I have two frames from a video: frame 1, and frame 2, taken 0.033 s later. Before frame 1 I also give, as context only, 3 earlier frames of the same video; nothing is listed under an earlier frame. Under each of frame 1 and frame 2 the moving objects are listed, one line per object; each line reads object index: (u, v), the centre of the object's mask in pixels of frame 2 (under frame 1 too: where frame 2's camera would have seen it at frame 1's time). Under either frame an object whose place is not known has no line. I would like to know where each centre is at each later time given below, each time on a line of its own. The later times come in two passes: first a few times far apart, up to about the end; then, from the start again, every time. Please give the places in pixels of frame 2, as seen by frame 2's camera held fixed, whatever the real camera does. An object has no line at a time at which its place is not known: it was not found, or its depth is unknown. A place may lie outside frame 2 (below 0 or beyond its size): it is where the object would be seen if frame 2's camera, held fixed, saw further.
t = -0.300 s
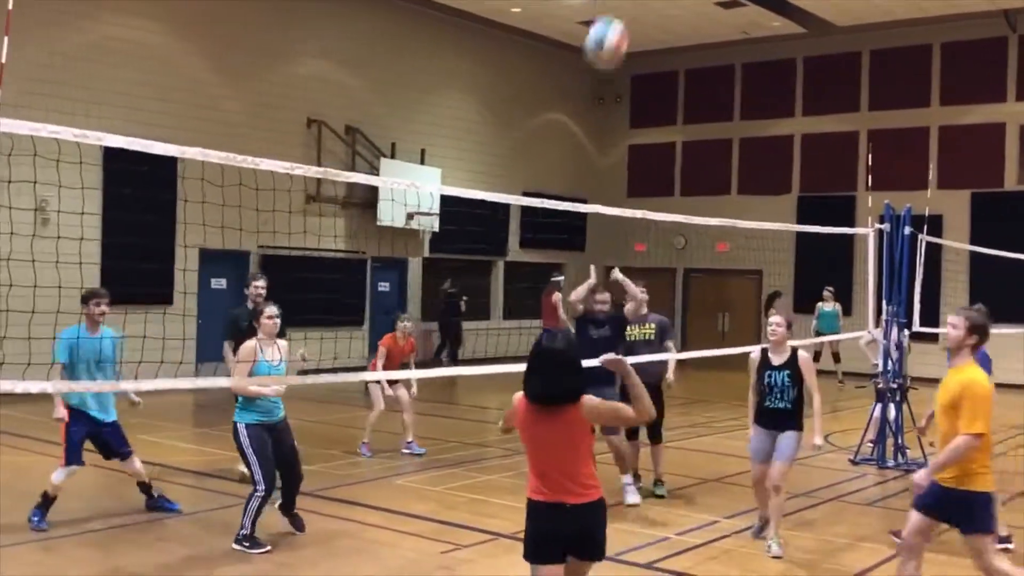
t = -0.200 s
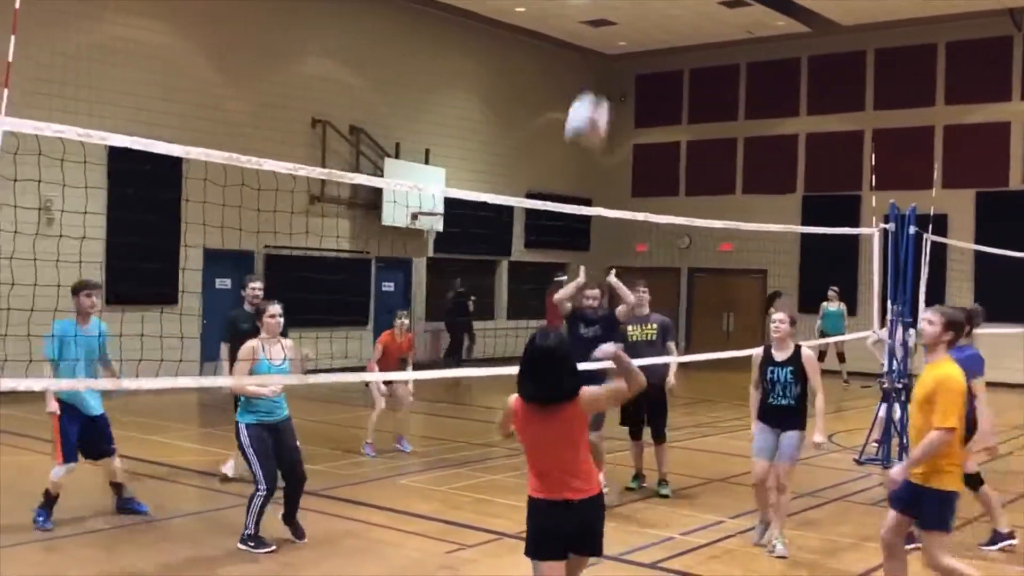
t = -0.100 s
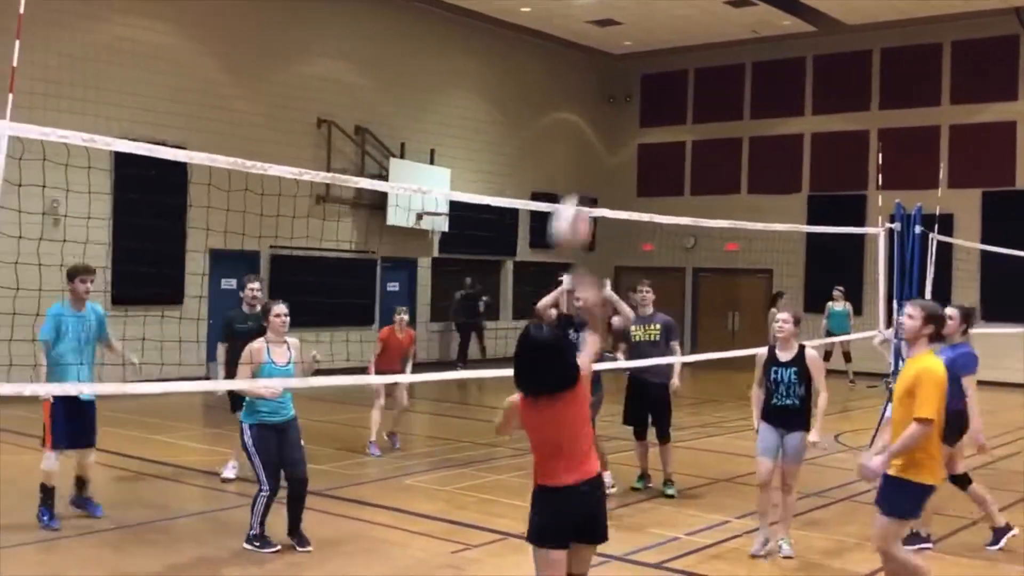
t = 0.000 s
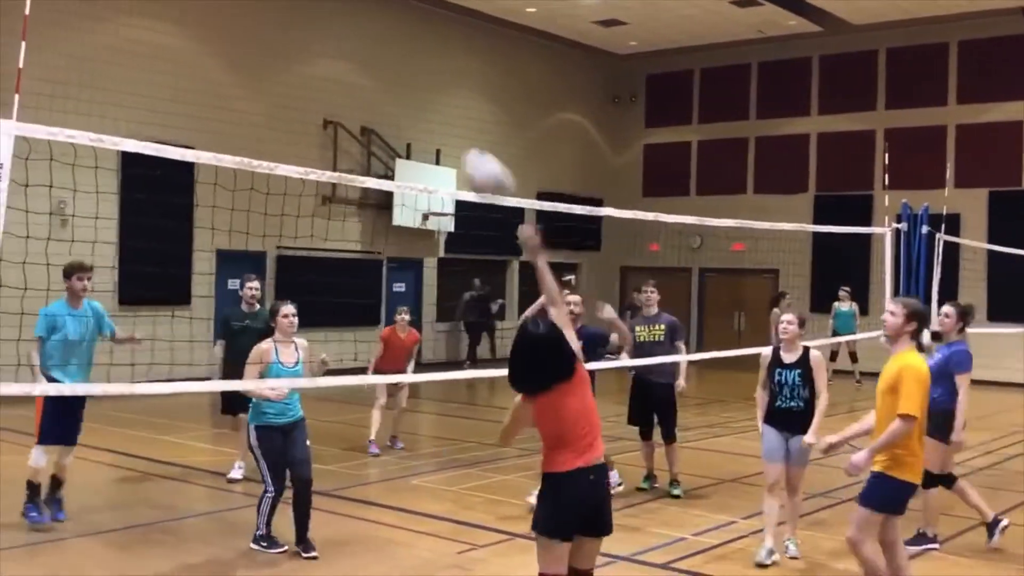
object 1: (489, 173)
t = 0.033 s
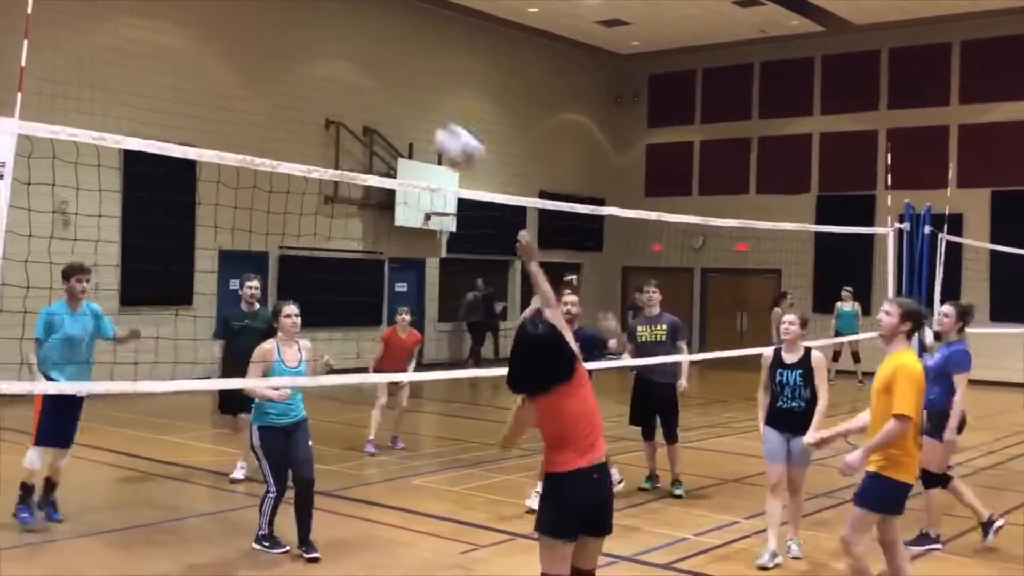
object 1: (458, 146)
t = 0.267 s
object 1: (299, 59)
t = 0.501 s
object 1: (201, 72)
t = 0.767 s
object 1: (131, 158)
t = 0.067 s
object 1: (430, 124)
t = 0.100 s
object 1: (404, 103)
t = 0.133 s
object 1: (379, 91)
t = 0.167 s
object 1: (357, 78)
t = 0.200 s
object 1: (336, 68)
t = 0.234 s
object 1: (316, 61)
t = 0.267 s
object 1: (299, 59)
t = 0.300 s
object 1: (282, 57)
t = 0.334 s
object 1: (265, 54)
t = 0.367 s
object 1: (251, 53)
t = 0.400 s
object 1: (238, 58)
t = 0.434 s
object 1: (225, 60)
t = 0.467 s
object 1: (212, 67)
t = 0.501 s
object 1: (201, 72)
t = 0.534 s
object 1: (189, 78)
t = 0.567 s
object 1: (180, 87)
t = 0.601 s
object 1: (169, 96)
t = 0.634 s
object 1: (161, 107)
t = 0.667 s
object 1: (152, 117)
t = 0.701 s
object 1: (143, 126)
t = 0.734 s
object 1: (134, 152)
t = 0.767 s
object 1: (131, 158)
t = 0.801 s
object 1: (124, 167)
